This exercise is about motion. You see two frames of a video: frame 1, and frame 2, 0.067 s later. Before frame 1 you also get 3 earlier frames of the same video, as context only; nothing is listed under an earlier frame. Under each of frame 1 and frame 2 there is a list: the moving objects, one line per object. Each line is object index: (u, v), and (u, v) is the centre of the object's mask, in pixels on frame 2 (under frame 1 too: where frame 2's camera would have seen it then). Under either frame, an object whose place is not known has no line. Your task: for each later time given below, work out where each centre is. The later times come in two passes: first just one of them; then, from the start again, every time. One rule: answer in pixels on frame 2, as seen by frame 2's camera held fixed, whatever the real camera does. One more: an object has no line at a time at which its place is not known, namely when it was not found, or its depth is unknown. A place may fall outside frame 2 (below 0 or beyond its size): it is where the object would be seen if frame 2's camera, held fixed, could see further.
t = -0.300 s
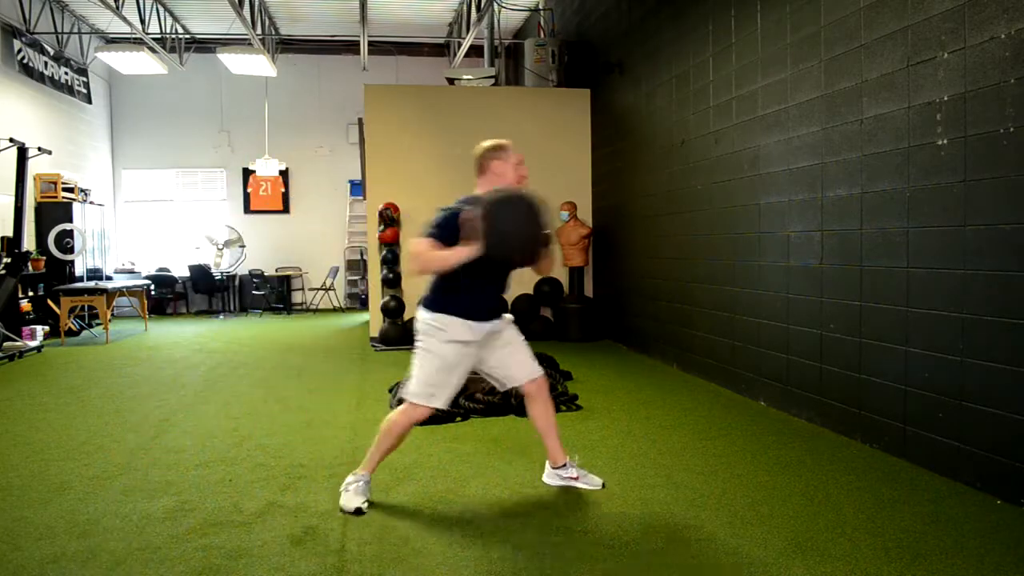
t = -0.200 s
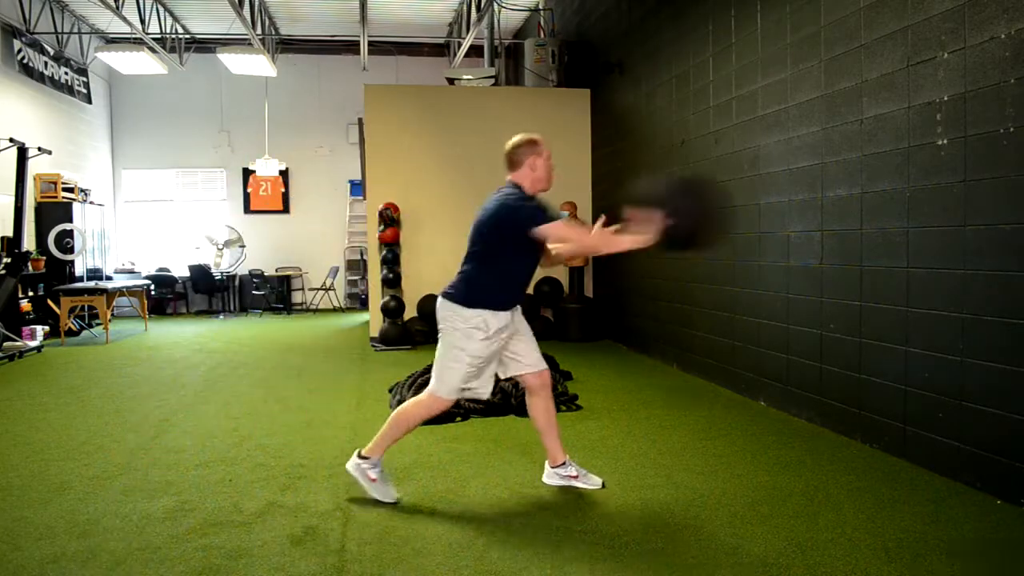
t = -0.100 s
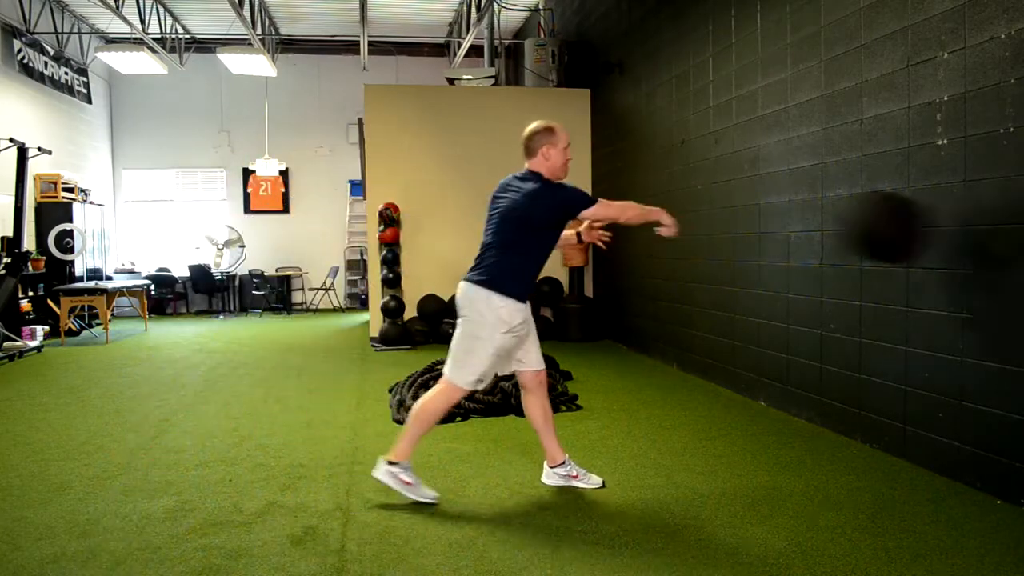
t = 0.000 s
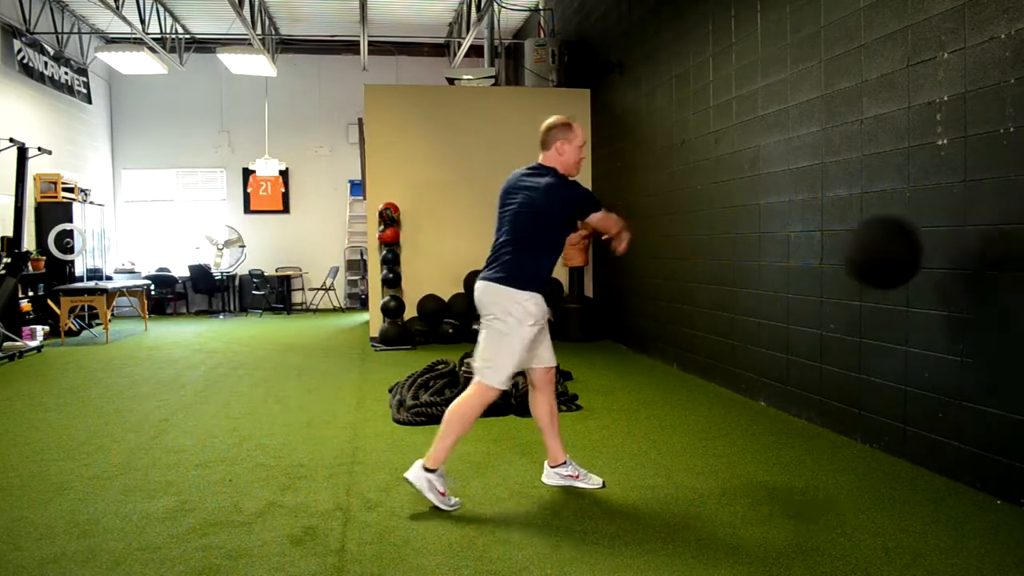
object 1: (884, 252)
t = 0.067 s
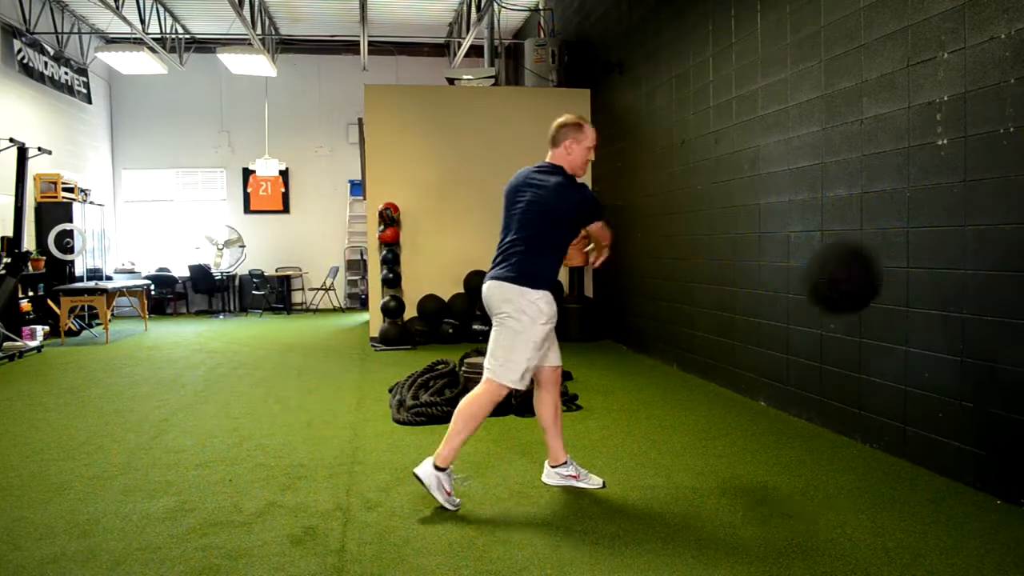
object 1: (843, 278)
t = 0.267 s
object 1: (711, 414)
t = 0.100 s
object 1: (821, 294)
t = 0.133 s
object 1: (803, 314)
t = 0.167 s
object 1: (778, 333)
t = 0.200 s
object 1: (755, 359)
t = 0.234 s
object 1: (732, 385)
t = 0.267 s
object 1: (711, 414)
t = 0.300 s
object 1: (688, 449)
